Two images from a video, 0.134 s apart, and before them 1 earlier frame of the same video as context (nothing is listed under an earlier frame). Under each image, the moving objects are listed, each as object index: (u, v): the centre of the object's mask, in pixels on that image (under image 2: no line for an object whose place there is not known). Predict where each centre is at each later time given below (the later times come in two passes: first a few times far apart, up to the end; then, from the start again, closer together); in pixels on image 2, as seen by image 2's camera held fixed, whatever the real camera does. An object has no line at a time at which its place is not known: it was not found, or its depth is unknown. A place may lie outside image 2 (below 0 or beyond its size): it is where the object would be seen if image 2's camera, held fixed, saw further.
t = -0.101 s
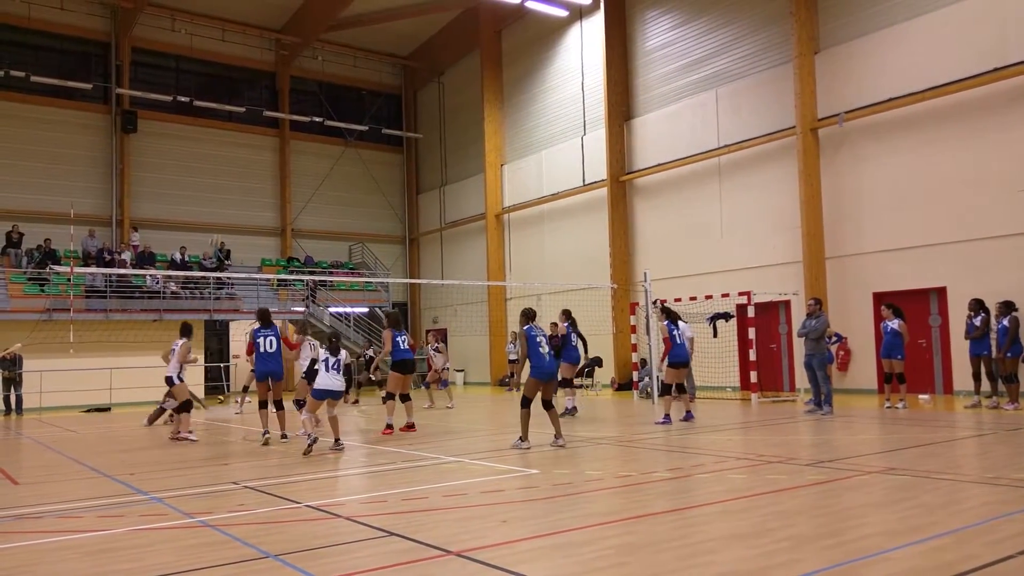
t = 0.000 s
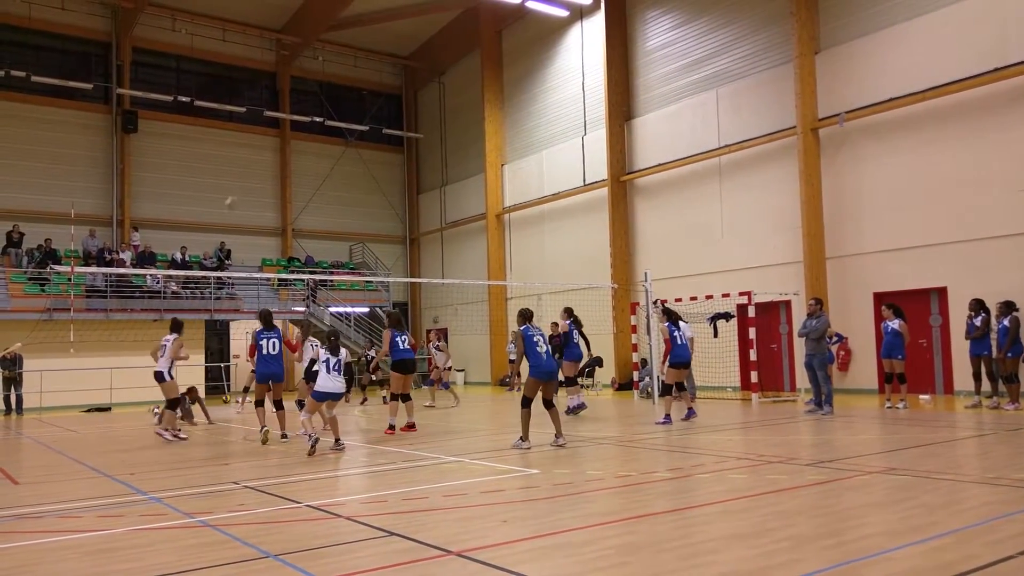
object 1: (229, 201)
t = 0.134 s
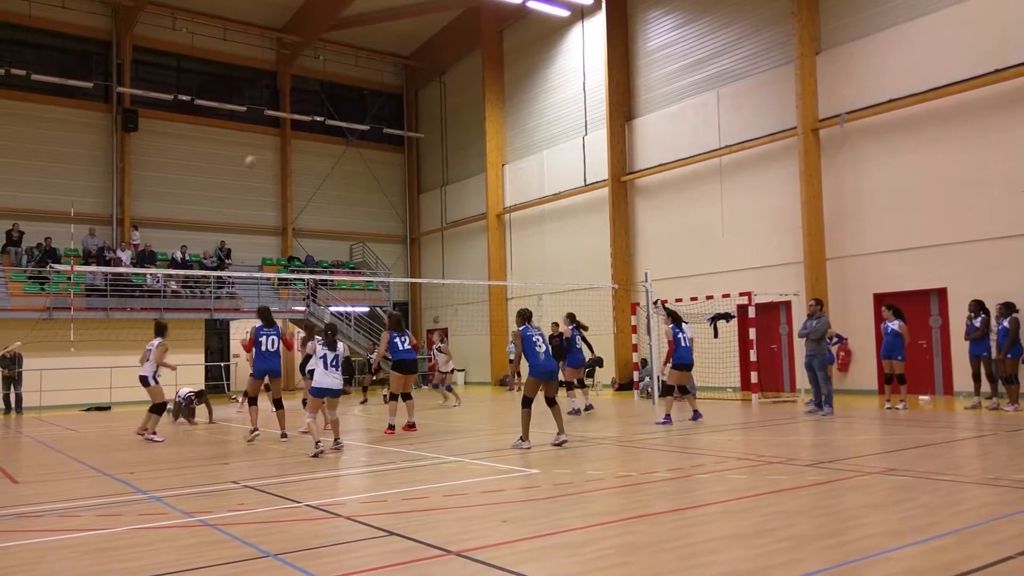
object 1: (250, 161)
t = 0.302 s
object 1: (274, 125)
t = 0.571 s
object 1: (309, 98)
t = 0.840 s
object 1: (342, 106)
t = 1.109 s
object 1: (373, 148)
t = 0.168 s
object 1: (255, 153)
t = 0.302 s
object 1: (274, 125)
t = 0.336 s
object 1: (278, 120)
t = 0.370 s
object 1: (283, 115)
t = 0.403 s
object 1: (287, 110)
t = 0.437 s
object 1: (291, 107)
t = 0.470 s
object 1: (296, 104)
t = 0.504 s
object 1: (300, 102)
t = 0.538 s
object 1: (304, 100)
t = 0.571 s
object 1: (309, 98)
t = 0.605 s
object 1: (313, 97)
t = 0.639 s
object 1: (317, 97)
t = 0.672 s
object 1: (321, 97)
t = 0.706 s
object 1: (326, 98)
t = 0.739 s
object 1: (330, 99)
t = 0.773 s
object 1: (334, 101)
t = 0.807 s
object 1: (337, 104)
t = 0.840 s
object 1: (342, 106)
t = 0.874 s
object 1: (346, 110)
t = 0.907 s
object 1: (350, 114)
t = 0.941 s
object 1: (353, 118)
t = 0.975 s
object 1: (357, 122)
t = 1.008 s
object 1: (362, 129)
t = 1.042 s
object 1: (365, 135)
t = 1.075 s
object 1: (369, 141)
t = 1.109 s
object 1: (373, 148)
